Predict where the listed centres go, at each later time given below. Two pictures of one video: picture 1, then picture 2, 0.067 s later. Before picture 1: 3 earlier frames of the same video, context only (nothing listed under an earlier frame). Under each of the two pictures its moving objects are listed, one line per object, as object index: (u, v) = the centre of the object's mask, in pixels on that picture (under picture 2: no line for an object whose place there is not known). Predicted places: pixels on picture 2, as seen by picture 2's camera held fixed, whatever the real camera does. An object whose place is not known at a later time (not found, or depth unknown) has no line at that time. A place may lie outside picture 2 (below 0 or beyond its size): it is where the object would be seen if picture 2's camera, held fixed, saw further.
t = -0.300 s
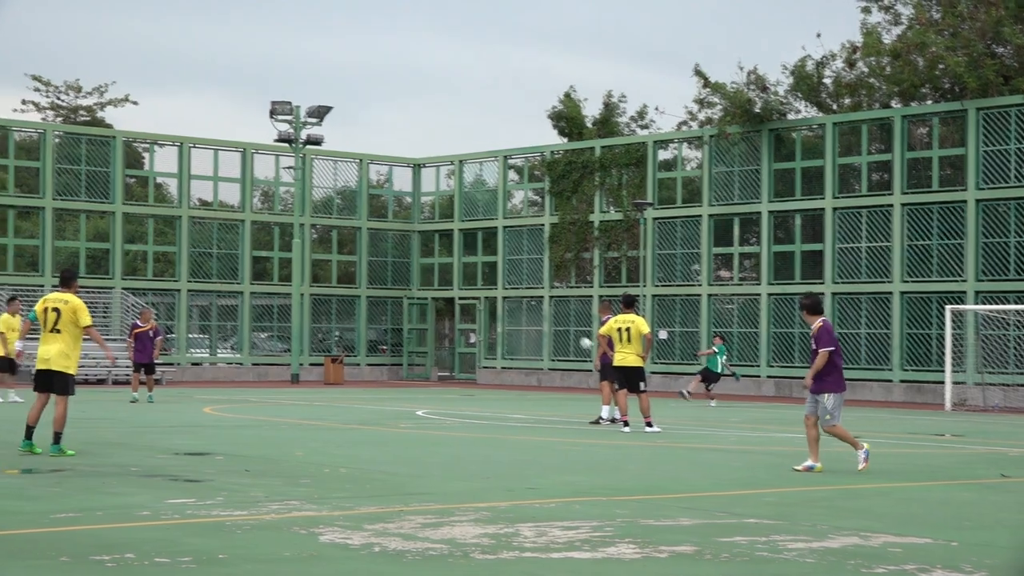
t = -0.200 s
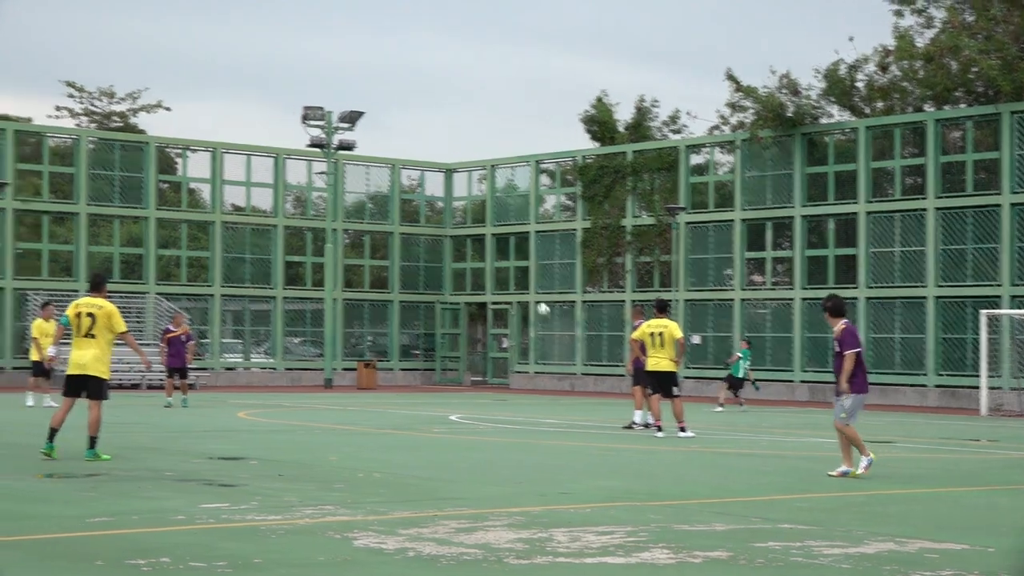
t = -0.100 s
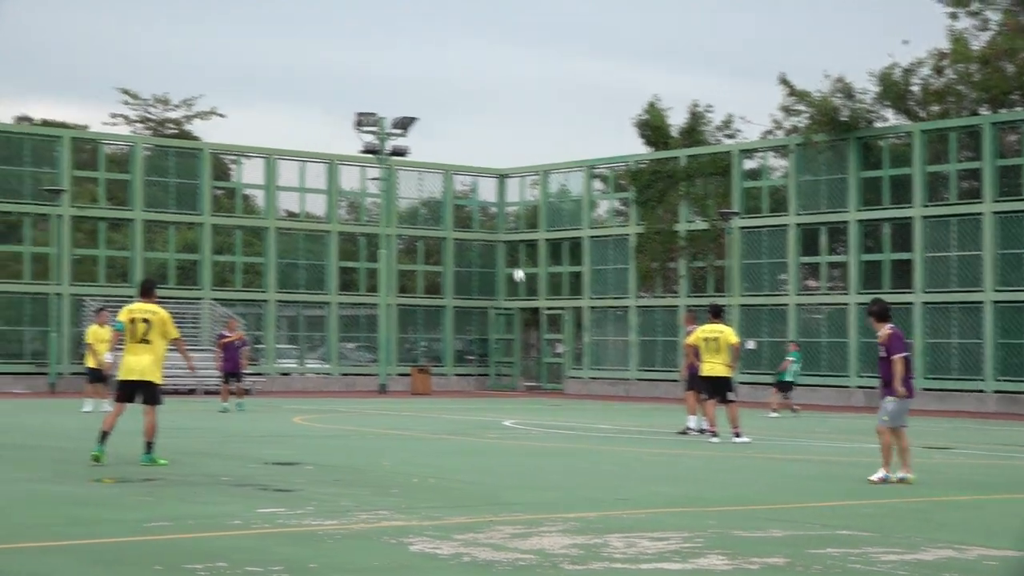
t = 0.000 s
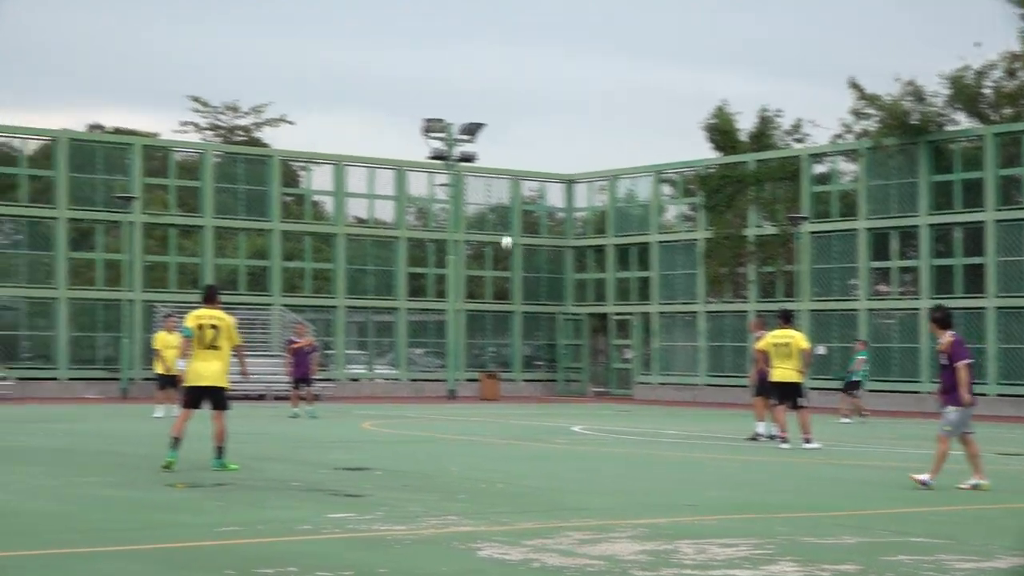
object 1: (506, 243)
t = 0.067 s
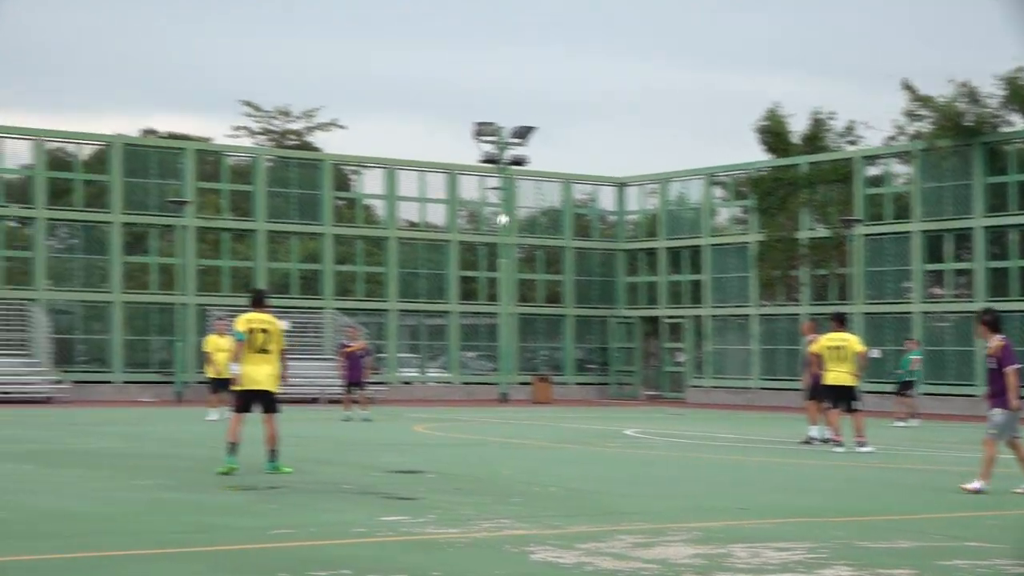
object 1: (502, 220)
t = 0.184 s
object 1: (411, 180)
